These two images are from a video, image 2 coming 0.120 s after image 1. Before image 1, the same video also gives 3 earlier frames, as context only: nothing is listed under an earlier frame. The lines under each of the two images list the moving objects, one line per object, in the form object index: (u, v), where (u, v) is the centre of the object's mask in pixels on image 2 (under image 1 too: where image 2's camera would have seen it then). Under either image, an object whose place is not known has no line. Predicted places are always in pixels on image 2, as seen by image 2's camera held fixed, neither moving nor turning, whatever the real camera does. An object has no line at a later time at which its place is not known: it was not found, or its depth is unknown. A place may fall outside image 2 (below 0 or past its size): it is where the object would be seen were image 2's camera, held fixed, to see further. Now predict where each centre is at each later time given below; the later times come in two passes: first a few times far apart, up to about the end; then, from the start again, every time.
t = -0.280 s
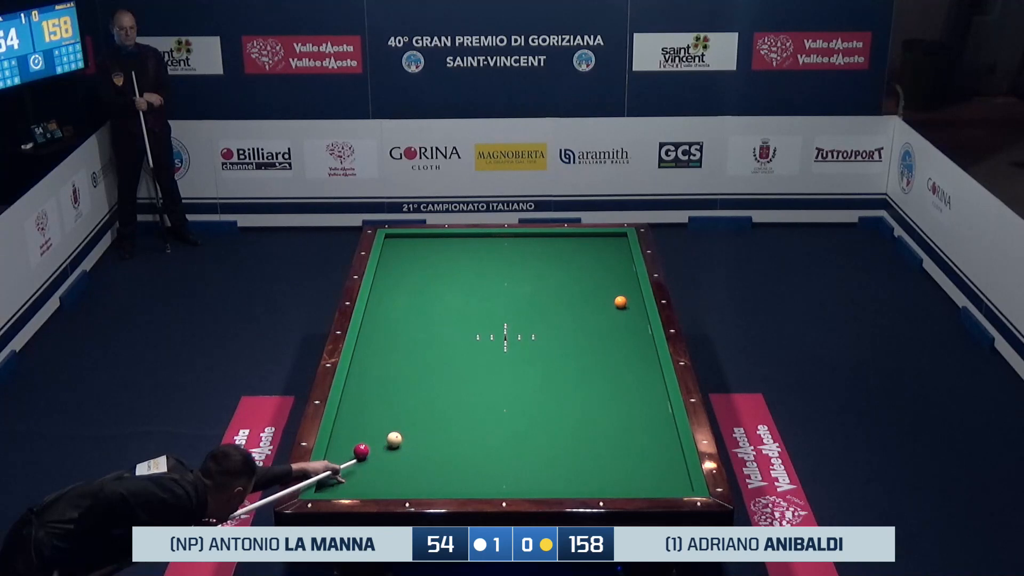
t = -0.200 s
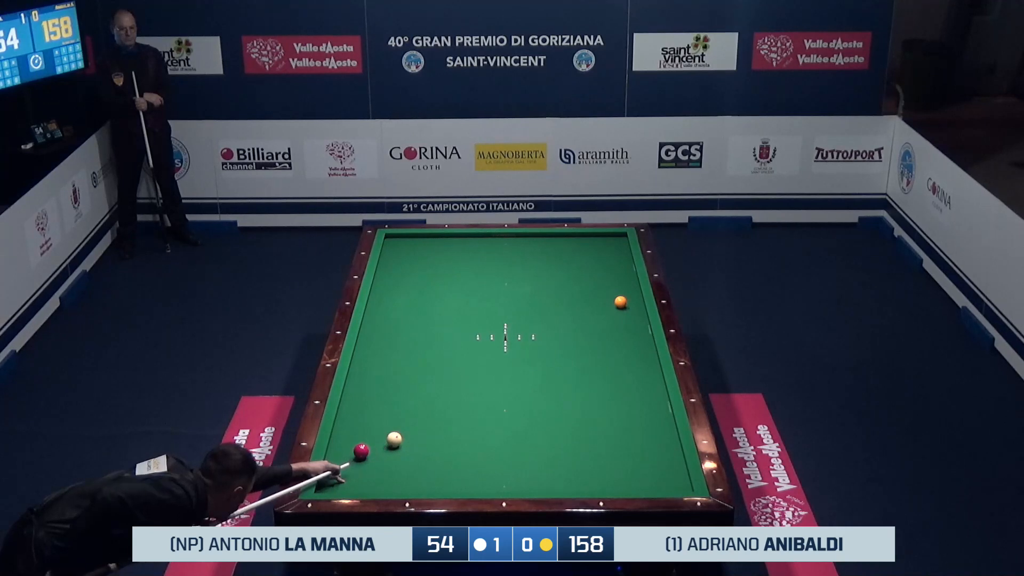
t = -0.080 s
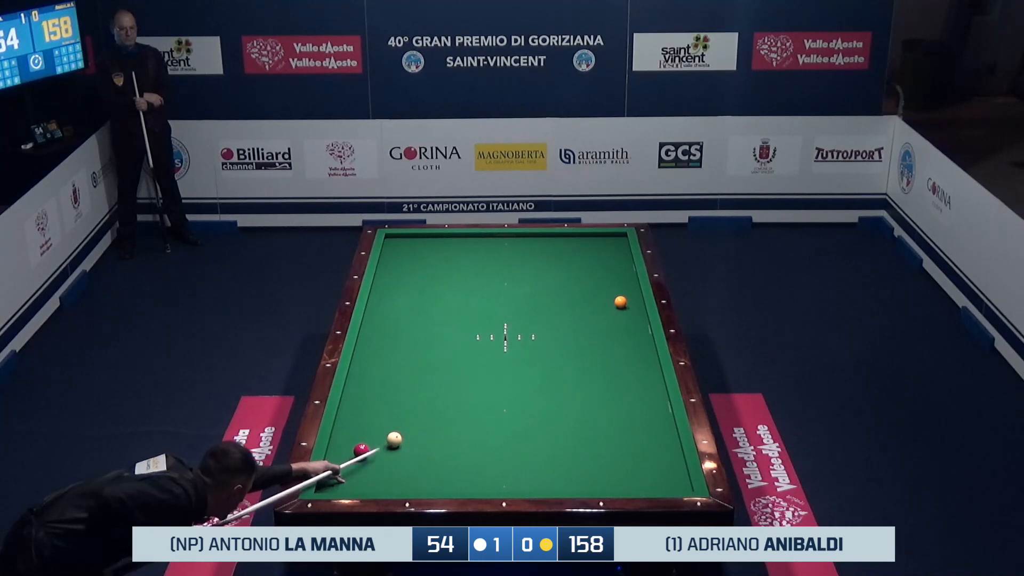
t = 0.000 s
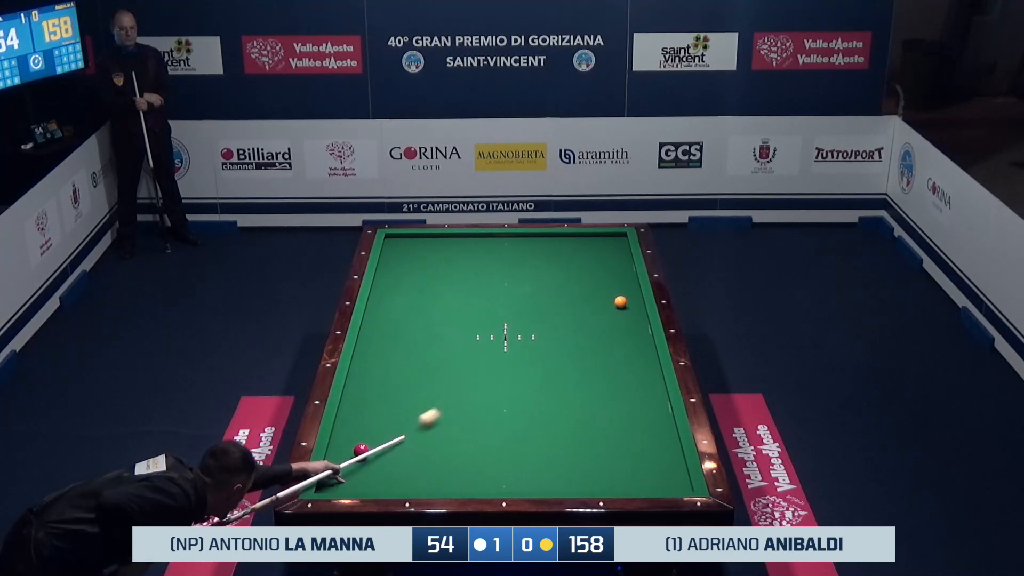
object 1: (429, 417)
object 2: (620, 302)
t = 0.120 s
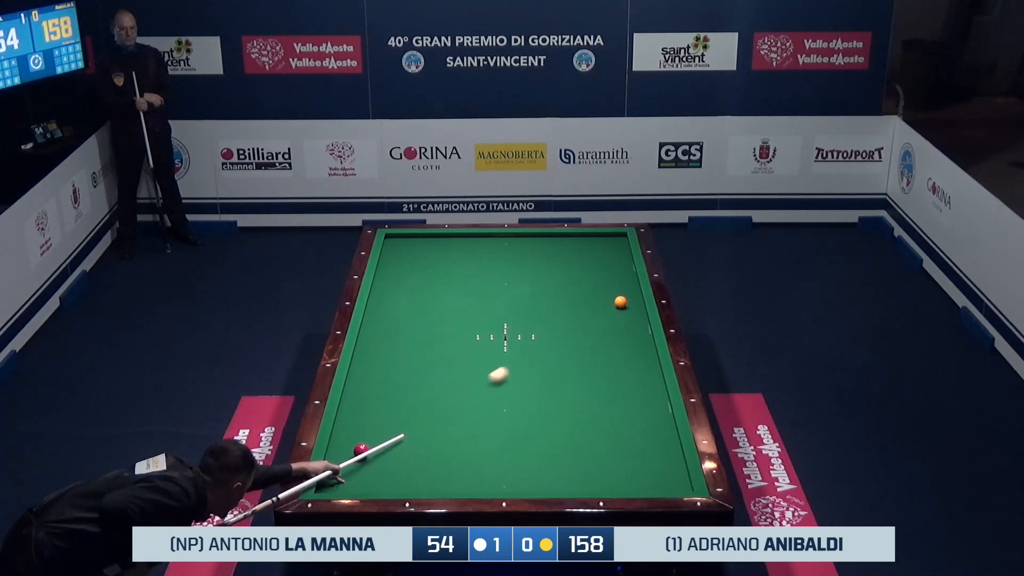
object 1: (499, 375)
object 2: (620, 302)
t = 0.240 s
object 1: (557, 339)
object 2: (621, 302)
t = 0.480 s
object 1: (616, 305)
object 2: (620, 284)
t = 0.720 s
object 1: (623, 303)
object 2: (550, 256)
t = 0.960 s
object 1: (629, 301)
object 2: (497, 235)
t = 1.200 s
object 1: (635, 299)
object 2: (443, 249)
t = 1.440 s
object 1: (636, 298)
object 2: (387, 261)
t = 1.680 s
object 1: (634, 297)
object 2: (416, 276)
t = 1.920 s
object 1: (631, 296)
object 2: (446, 292)
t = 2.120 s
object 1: (629, 295)
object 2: (472, 305)
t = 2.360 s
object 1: (628, 295)
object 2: (505, 321)
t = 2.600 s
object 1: (627, 294)
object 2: (539, 339)
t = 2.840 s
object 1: (625, 293)
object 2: (575, 358)
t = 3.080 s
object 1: (625, 293)
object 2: (613, 377)
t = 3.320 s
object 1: (624, 293)
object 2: (653, 398)
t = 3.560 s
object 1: (624, 292)
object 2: (651, 415)
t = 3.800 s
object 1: (624, 292)
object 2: (636, 432)
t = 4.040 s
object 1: (624, 292)
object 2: (621, 450)
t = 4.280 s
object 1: (624, 292)
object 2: (606, 468)
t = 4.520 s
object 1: (624, 292)
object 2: (590, 485)
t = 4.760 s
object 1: (624, 292)
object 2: (578, 480)
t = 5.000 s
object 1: (625, 292)
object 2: (568, 471)
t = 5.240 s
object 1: (624, 292)
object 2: (559, 462)
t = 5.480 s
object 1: (624, 292)
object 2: (549, 453)
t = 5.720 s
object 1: (625, 292)
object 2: (541, 445)
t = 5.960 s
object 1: (625, 292)
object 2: (532, 437)
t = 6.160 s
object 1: (624, 292)
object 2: (526, 431)
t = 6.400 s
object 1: (625, 292)
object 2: (519, 425)
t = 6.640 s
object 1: (624, 292)
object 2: (512, 418)
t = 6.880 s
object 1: (624, 292)
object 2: (506, 412)
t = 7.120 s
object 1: (624, 292)
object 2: (499, 406)
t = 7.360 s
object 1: (624, 292)
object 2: (493, 401)
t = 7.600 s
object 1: (625, 292)
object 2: (488, 396)
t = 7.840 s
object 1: (624, 292)
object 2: (483, 391)
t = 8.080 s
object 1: (624, 292)
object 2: (478, 386)
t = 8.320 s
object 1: (624, 292)
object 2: (474, 382)
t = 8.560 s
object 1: (624, 292)
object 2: (469, 378)
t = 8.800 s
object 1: (624, 292)
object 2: (466, 374)
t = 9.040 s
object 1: (625, 292)
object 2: (462, 371)
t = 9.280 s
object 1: (624, 292)
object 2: (458, 367)
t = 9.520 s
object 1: (624, 292)
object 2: (455, 365)
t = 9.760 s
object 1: (624, 292)
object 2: (453, 362)
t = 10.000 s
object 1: (624, 292)
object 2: (450, 359)
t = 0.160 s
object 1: (519, 362)
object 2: (620, 302)
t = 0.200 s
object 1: (539, 350)
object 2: (621, 302)
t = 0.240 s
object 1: (557, 339)
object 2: (621, 302)
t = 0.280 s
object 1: (575, 329)
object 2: (621, 302)
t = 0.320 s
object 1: (591, 319)
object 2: (620, 302)
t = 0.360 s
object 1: (606, 309)
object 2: (620, 302)
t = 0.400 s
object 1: (614, 306)
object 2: (628, 297)
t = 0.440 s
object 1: (615, 305)
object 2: (634, 289)
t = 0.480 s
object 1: (616, 305)
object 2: (620, 284)
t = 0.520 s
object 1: (617, 305)
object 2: (607, 279)
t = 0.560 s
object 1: (619, 304)
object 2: (594, 274)
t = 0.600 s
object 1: (620, 304)
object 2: (582, 269)
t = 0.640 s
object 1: (621, 304)
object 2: (571, 264)
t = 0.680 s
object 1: (622, 303)
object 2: (560, 260)
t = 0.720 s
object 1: (623, 303)
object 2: (550, 256)
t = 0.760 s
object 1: (624, 303)
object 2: (540, 252)
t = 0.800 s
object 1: (625, 302)
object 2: (530, 248)
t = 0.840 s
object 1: (626, 302)
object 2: (522, 245)
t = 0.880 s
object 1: (627, 302)
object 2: (513, 241)
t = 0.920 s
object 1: (628, 301)
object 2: (505, 238)
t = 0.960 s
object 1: (629, 301)
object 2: (497, 235)
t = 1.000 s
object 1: (630, 301)
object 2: (488, 237)
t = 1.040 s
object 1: (631, 300)
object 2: (479, 240)
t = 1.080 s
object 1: (632, 300)
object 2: (470, 242)
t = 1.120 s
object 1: (633, 300)
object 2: (461, 245)
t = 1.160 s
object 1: (634, 300)
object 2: (452, 247)
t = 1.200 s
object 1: (635, 299)
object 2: (443, 249)
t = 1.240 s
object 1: (636, 299)
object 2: (434, 251)
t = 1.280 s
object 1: (637, 299)
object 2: (424, 253)
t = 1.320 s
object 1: (638, 299)
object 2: (415, 255)
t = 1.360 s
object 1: (638, 298)
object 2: (406, 257)
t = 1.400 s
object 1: (637, 298)
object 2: (396, 259)
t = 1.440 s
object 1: (636, 298)
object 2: (387, 261)
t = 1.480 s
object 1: (636, 298)
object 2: (386, 264)
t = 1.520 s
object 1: (635, 298)
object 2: (393, 266)
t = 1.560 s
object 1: (635, 298)
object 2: (399, 269)
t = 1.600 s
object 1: (635, 297)
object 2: (405, 271)
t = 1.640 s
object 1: (634, 297)
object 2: (411, 274)
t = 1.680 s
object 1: (634, 297)
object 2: (416, 276)
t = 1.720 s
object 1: (633, 297)
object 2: (421, 279)
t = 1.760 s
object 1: (633, 297)
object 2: (426, 281)
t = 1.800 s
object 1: (633, 297)
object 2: (431, 284)
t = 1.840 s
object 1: (632, 296)
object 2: (436, 286)
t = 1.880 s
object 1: (631, 296)
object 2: (441, 289)
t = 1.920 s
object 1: (631, 296)
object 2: (446, 292)
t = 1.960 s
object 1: (631, 296)
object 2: (451, 294)
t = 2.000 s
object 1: (630, 296)
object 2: (456, 297)
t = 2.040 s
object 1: (630, 296)
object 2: (461, 300)
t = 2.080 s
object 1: (630, 296)
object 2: (467, 302)
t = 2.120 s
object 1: (629, 295)
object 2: (472, 305)
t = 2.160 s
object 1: (629, 295)
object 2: (477, 308)
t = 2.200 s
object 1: (629, 295)
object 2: (483, 310)
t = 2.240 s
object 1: (629, 295)
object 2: (488, 313)
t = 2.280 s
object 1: (628, 295)
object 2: (494, 316)
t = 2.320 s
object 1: (628, 295)
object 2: (499, 319)
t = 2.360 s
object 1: (628, 295)
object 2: (505, 321)
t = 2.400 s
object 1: (628, 295)
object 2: (511, 324)
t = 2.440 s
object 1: (627, 294)
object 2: (516, 327)
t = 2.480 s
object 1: (627, 294)
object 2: (522, 330)
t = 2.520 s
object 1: (627, 294)
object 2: (527, 333)
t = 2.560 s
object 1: (627, 294)
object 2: (533, 336)
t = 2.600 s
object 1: (627, 294)
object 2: (539, 339)
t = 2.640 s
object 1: (626, 294)
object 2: (545, 342)
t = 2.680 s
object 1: (626, 294)
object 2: (551, 345)
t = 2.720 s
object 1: (626, 294)
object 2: (557, 348)
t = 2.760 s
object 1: (626, 294)
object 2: (563, 351)
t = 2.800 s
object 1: (626, 294)
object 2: (569, 355)
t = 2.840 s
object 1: (625, 293)
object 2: (575, 358)
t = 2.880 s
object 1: (625, 293)
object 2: (581, 361)
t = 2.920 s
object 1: (625, 293)
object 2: (587, 364)
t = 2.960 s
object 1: (625, 293)
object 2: (594, 367)
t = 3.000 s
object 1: (625, 293)
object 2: (600, 371)
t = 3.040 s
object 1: (625, 293)
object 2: (607, 374)
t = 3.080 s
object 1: (625, 293)
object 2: (613, 377)
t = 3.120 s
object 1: (625, 293)
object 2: (620, 381)
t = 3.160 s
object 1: (625, 293)
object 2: (626, 384)
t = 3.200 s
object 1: (625, 293)
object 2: (633, 387)
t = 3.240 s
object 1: (624, 293)
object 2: (639, 391)
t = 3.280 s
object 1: (625, 293)
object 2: (646, 394)
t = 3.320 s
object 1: (624, 293)
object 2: (653, 398)
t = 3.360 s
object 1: (624, 292)
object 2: (660, 401)
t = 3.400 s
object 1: (625, 292)
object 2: (663, 405)
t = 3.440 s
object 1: (624, 292)
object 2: (659, 408)
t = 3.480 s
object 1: (625, 292)
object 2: (656, 410)
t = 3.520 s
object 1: (624, 292)
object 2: (653, 413)
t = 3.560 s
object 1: (624, 292)
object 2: (651, 415)
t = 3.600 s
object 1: (624, 292)
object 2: (648, 418)
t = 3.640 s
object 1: (624, 292)
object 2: (646, 421)
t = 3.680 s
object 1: (624, 292)
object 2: (643, 424)
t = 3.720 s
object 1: (624, 292)
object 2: (641, 427)
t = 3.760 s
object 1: (625, 292)
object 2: (638, 430)
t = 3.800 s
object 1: (624, 292)
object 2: (636, 432)
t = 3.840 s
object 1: (625, 292)
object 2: (633, 435)
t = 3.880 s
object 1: (625, 292)
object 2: (631, 438)
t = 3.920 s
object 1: (624, 292)
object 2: (629, 441)
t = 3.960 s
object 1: (624, 292)
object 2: (626, 444)
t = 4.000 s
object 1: (624, 292)
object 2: (623, 447)
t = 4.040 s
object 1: (624, 292)
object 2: (621, 450)
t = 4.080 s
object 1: (624, 292)
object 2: (619, 453)
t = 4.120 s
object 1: (625, 292)
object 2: (616, 456)
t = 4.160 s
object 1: (624, 292)
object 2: (614, 459)
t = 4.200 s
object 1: (624, 292)
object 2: (611, 462)
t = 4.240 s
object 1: (625, 292)
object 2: (609, 465)
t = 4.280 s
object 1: (624, 292)
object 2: (606, 468)
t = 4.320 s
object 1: (624, 292)
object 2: (603, 471)
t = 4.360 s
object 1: (624, 292)
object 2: (601, 474)
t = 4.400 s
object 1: (625, 292)
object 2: (598, 477)
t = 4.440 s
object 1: (624, 292)
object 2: (595, 480)
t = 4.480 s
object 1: (624, 292)
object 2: (592, 483)
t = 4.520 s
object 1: (624, 292)
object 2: (590, 485)
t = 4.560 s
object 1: (624, 292)
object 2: (587, 487)
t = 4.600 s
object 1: (624, 292)
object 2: (585, 486)
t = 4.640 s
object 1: (624, 292)
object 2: (583, 485)
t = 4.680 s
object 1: (625, 292)
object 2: (581, 483)
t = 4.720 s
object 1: (624, 292)
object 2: (580, 482)
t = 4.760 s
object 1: (624, 292)
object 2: (578, 480)
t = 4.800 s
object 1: (625, 292)
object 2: (576, 479)
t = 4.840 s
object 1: (625, 292)
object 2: (575, 477)
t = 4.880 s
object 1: (624, 292)
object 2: (573, 476)
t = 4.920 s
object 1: (625, 292)
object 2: (571, 474)
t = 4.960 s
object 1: (624, 292)
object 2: (570, 472)
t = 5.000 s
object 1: (625, 292)
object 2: (568, 471)
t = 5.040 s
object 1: (625, 292)
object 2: (566, 469)
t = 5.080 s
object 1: (624, 292)
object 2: (565, 468)
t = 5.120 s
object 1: (624, 292)
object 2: (563, 466)
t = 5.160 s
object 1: (624, 292)
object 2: (561, 465)
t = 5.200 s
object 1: (624, 292)
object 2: (560, 463)
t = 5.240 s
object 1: (624, 292)
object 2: (559, 462)
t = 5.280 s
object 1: (624, 292)
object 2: (557, 460)
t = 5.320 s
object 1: (625, 292)
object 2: (555, 459)
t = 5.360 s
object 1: (624, 292)
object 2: (554, 457)
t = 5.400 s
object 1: (625, 292)
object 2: (552, 456)
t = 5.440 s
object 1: (624, 292)
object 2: (551, 455)
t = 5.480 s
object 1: (624, 292)
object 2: (549, 453)
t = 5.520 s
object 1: (625, 292)
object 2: (548, 452)
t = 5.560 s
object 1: (625, 292)
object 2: (547, 450)
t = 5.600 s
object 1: (625, 292)
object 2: (545, 449)
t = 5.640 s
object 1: (624, 292)
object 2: (544, 448)
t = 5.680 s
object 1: (624, 292)
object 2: (542, 446)
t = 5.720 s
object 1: (625, 292)
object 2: (541, 445)
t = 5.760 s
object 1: (624, 292)
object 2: (539, 444)
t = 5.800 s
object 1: (624, 292)
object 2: (538, 442)
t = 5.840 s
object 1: (624, 292)
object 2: (537, 441)
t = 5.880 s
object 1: (625, 292)
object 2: (535, 440)
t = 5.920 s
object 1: (625, 292)
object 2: (534, 439)
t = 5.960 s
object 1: (625, 292)
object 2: (532, 437)
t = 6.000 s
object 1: (624, 292)
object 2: (531, 436)
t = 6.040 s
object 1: (624, 292)
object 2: (530, 435)
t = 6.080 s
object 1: (624, 292)
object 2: (528, 434)
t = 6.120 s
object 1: (624, 292)
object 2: (527, 433)
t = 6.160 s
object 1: (624, 292)
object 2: (526, 431)
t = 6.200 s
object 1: (624, 292)
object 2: (525, 430)
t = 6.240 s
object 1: (625, 292)
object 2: (524, 429)
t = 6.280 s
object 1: (625, 292)
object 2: (522, 428)
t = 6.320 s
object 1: (624, 292)
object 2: (521, 427)
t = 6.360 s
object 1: (624, 292)
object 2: (520, 426)
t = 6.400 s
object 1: (625, 292)
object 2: (519, 425)
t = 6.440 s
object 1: (624, 292)
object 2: (519, 423)
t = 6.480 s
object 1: (625, 292)
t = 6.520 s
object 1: (624, 292)
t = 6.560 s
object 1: (624, 292)
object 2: (513, 416)
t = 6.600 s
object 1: (624, 292)
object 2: (513, 419)
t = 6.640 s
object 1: (624, 292)
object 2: (512, 418)
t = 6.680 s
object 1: (624, 292)
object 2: (511, 417)
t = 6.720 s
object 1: (624, 292)
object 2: (510, 416)
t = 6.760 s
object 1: (625, 292)
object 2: (509, 415)
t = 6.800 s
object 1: (624, 292)
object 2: (508, 414)
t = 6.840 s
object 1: (624, 292)
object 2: (507, 413)
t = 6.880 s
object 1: (624, 292)
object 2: (506, 412)
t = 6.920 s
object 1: (625, 292)
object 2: (505, 411)
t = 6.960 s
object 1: (625, 292)
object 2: (504, 410)
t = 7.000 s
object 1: (625, 292)
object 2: (502, 409)
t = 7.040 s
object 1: (624, 292)
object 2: (501, 408)
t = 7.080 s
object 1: (624, 292)
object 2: (500, 407)
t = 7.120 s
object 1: (624, 292)
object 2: (499, 406)
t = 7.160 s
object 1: (624, 292)
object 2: (498, 405)
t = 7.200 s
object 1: (624, 292)
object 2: (497, 404)
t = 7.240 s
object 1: (624, 292)
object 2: (496, 403)
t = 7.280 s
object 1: (624, 292)
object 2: (495, 403)
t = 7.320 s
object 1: (625, 292)
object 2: (494, 402)
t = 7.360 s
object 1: (624, 292)
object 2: (493, 401)
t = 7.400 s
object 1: (624, 292)
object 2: (493, 400)
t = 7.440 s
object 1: (625, 292)
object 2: (492, 399)
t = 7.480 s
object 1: (624, 292)
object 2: (491, 398)
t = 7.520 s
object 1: (624, 292)
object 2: (490, 397)
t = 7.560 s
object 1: (624, 292)
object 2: (489, 396)
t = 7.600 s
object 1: (625, 292)
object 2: (488, 396)
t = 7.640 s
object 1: (625, 292)
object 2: (487, 395)
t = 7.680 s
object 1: (625, 292)
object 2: (486, 394)
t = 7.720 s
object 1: (625, 292)
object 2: (485, 393)
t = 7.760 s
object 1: (625, 292)
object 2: (485, 392)
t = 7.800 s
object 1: (625, 292)
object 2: (484, 392)
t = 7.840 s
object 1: (624, 292)
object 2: (483, 391)
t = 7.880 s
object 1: (624, 292)
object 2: (482, 390)
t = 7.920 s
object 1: (624, 292)
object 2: (481, 389)
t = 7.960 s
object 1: (624, 292)
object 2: (481, 388)
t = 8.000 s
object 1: (624, 292)
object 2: (480, 388)
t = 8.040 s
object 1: (624, 292)
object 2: (479, 387)
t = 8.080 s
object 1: (624, 292)
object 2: (478, 386)
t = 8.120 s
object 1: (624, 292)
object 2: (477, 385)
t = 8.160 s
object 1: (625, 292)
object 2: (476, 385)
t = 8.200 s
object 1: (625, 292)
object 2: (476, 384)
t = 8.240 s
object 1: (625, 292)
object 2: (475, 383)
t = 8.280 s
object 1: (624, 292)
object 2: (474, 382)
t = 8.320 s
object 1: (624, 292)
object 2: (474, 382)
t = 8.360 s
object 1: (624, 292)
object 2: (473, 381)
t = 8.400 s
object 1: (624, 292)
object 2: (472, 380)
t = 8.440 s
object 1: (624, 292)
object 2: (472, 380)
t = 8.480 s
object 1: (624, 292)
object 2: (471, 379)
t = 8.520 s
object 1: (624, 292)
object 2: (470, 378)
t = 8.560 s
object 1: (624, 292)
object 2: (469, 378)
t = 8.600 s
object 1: (624, 292)
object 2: (469, 377)
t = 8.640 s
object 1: (624, 292)
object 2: (468, 376)
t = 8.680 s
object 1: (624, 292)
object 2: (467, 376)
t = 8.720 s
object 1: (625, 292)
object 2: (467, 375)
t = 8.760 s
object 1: (625, 292)
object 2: (466, 375)
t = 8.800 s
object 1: (624, 292)
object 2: (466, 374)
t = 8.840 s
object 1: (624, 292)
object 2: (465, 373)
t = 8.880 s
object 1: (624, 292)
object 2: (464, 373)
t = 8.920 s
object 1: (624, 292)
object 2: (464, 372)
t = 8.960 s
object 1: (624, 292)
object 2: (463, 372)
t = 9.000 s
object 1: (624, 292)
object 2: (463, 371)
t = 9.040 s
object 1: (625, 292)
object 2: (462, 371)
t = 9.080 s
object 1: (624, 292)
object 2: (461, 370)
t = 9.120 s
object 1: (625, 292)
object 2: (461, 370)
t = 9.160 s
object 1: (624, 292)
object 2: (460, 369)
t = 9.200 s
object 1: (624, 292)
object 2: (460, 368)
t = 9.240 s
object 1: (624, 292)
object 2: (459, 368)
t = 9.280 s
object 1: (624, 292)
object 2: (458, 367)
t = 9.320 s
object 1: (624, 292)
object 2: (458, 367)
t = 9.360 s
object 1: (624, 292)
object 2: (457, 366)
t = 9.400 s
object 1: (624, 292)
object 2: (457, 366)
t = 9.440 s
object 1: (624, 292)
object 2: (456, 365)
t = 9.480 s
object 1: (624, 292)
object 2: (456, 365)
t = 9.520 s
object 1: (624, 292)
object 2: (455, 365)
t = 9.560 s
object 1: (624, 292)
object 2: (455, 364)
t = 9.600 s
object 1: (624, 292)
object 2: (454, 364)
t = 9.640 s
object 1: (624, 292)
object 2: (454, 363)
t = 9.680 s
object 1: (624, 292)
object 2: (453, 363)
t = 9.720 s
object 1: (624, 292)
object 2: (453, 362)
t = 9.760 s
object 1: (624, 292)
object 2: (453, 362)
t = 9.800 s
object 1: (624, 292)
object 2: (452, 362)
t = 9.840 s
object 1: (624, 292)
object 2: (452, 361)
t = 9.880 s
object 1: (624, 292)
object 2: (451, 361)
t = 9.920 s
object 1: (624, 292)
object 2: (451, 360)
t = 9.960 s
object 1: (624, 292)
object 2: (450, 360)
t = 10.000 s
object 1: (624, 292)
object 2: (450, 359)
